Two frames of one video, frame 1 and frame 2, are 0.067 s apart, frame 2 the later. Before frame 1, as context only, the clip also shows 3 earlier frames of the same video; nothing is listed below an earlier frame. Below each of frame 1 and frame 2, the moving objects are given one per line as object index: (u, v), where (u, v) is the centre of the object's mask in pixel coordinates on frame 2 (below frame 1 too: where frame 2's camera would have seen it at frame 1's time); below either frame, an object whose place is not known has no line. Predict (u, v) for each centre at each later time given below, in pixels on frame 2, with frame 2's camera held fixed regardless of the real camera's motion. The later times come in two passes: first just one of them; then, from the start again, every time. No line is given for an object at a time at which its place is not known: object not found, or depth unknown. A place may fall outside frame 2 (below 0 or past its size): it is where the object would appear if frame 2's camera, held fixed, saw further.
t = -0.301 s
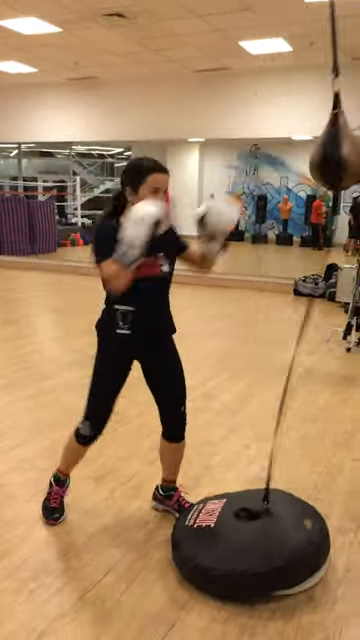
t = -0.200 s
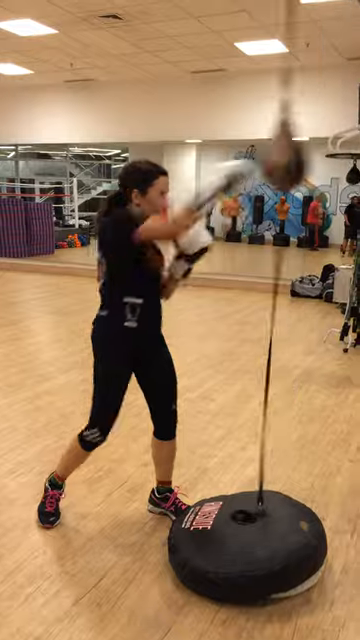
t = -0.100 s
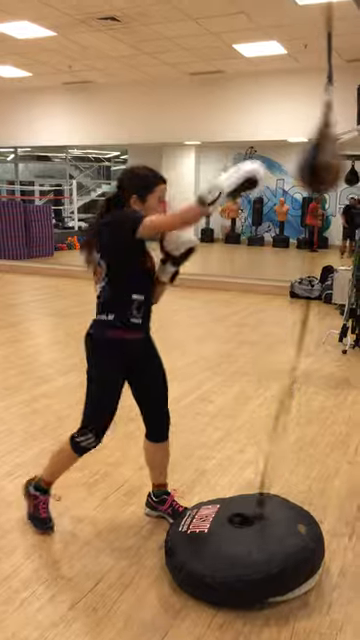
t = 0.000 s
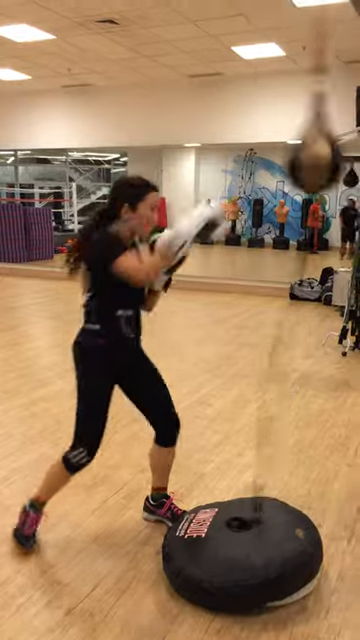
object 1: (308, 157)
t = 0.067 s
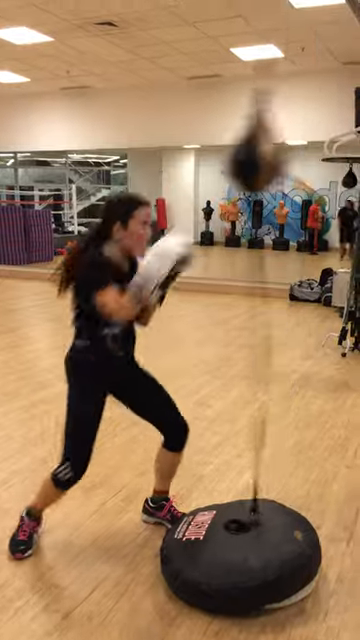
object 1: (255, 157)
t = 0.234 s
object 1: (265, 162)
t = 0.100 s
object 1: (239, 153)
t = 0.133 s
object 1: (227, 156)
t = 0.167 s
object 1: (233, 156)
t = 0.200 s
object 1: (248, 162)
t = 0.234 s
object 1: (265, 162)
